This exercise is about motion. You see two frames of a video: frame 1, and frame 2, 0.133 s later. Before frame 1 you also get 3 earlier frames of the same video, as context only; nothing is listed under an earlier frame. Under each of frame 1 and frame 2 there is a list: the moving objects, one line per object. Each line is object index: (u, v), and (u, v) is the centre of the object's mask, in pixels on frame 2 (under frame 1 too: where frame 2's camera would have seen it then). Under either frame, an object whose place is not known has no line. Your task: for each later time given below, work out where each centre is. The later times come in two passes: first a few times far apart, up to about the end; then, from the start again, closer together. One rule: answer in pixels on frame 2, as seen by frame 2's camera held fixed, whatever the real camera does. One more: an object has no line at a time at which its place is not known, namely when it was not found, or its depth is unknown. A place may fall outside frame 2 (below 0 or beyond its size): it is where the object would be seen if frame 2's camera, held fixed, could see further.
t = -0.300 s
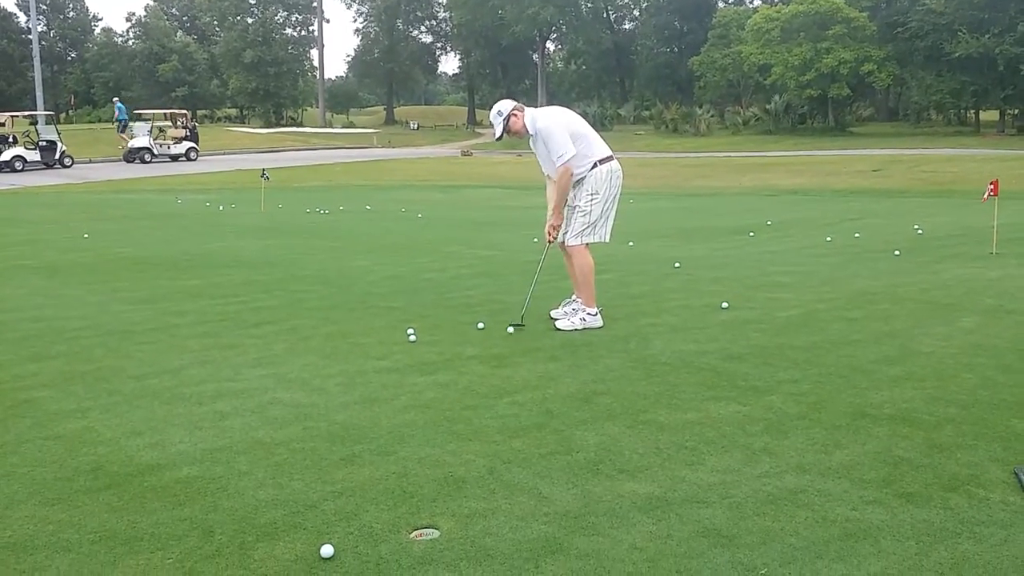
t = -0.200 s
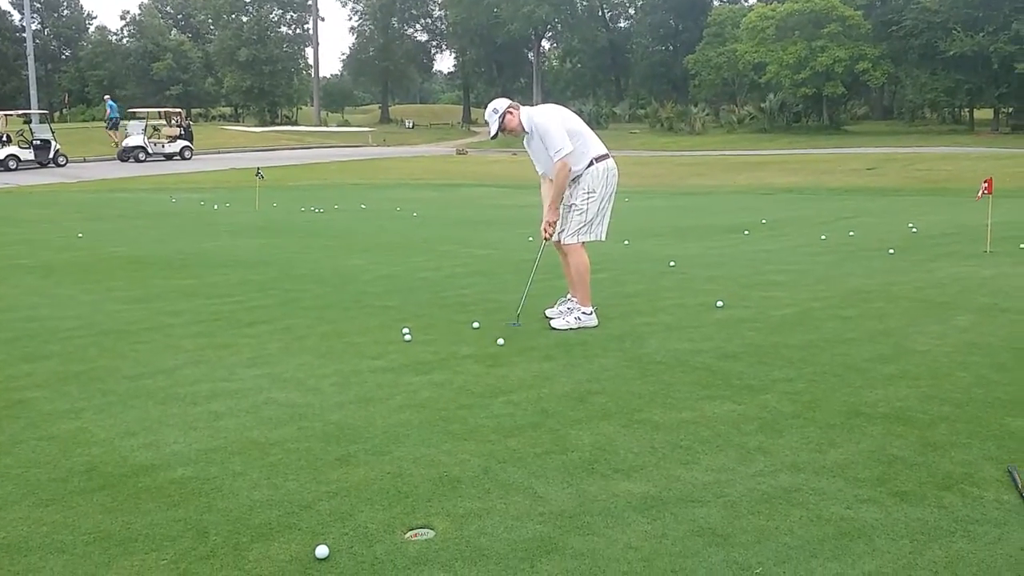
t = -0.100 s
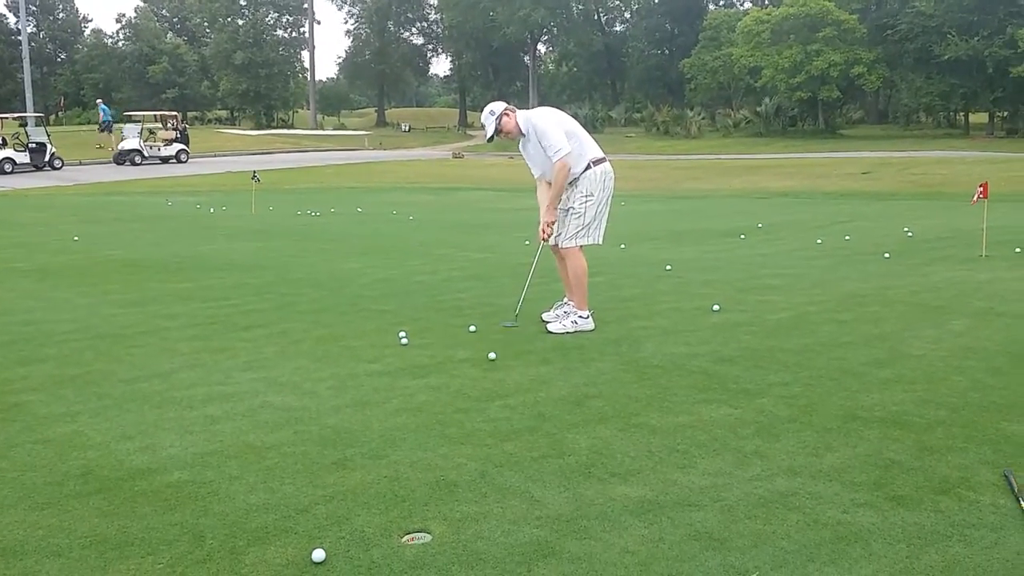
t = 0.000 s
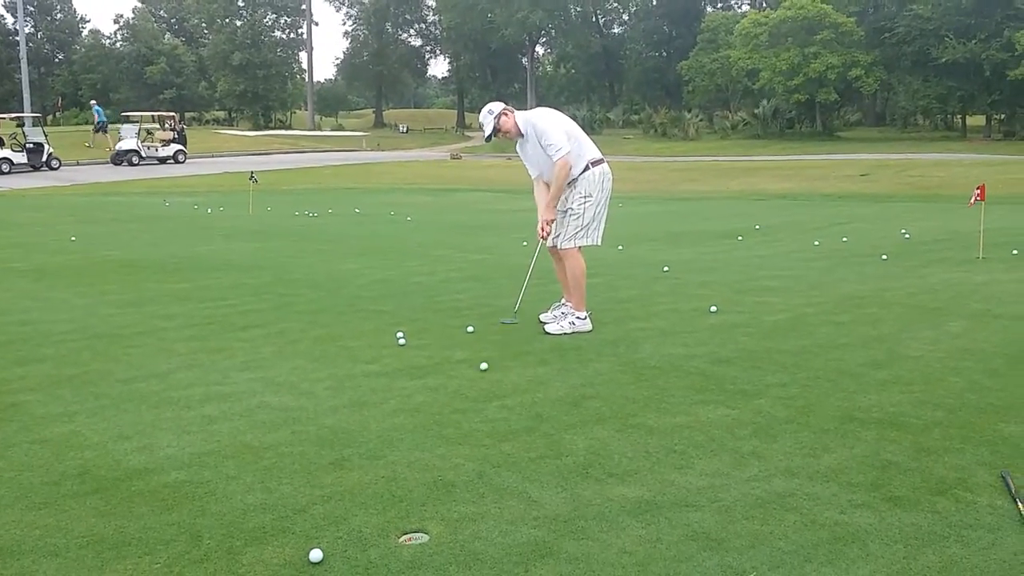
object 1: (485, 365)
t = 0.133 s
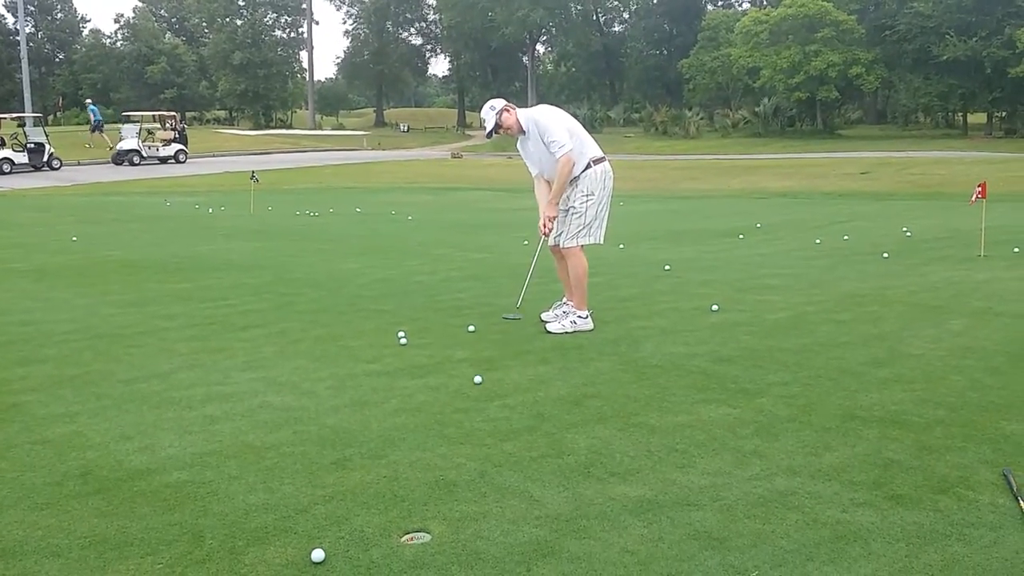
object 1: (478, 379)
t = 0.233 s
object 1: (471, 390)
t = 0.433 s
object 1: (456, 412)
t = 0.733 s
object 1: (429, 448)
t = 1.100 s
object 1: (389, 496)
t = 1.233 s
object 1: (373, 513)
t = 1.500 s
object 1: (339, 549)
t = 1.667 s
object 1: (318, 570)
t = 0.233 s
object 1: (471, 390)
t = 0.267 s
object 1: (468, 394)
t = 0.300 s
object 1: (466, 397)
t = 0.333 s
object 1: (464, 401)
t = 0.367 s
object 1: (461, 404)
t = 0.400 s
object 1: (458, 408)
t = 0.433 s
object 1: (456, 412)
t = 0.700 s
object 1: (432, 443)
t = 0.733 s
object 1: (429, 448)
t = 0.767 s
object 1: (426, 452)
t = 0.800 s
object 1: (423, 456)
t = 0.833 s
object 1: (419, 460)
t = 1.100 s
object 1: (389, 496)
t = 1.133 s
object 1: (386, 500)
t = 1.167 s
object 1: (381, 505)
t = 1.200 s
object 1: (378, 509)
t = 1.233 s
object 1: (373, 513)
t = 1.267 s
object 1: (370, 518)
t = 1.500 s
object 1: (339, 549)
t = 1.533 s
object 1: (335, 553)
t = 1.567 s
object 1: (331, 558)
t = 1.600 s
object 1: (327, 562)
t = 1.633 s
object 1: (322, 567)
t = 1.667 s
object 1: (318, 570)
